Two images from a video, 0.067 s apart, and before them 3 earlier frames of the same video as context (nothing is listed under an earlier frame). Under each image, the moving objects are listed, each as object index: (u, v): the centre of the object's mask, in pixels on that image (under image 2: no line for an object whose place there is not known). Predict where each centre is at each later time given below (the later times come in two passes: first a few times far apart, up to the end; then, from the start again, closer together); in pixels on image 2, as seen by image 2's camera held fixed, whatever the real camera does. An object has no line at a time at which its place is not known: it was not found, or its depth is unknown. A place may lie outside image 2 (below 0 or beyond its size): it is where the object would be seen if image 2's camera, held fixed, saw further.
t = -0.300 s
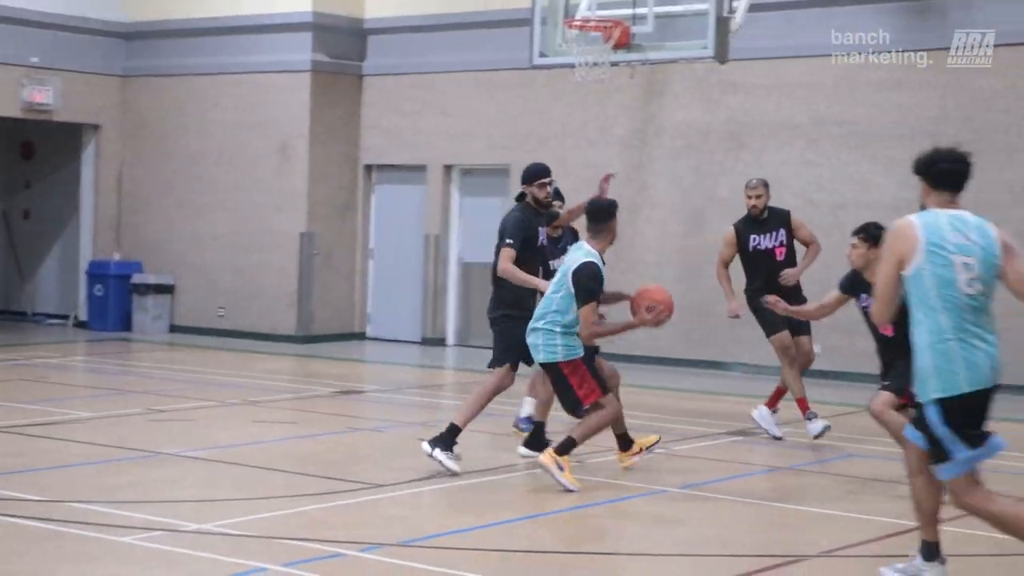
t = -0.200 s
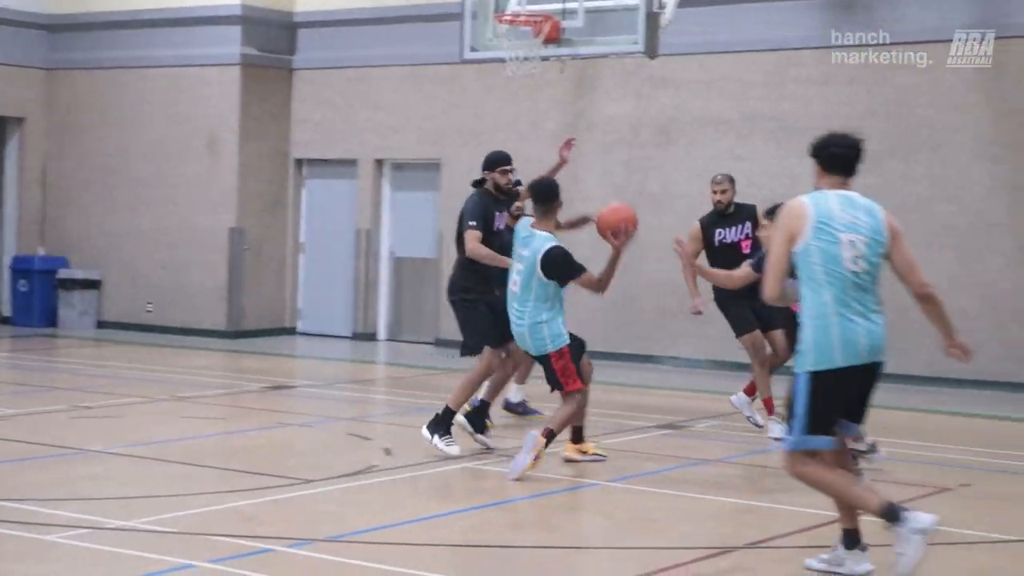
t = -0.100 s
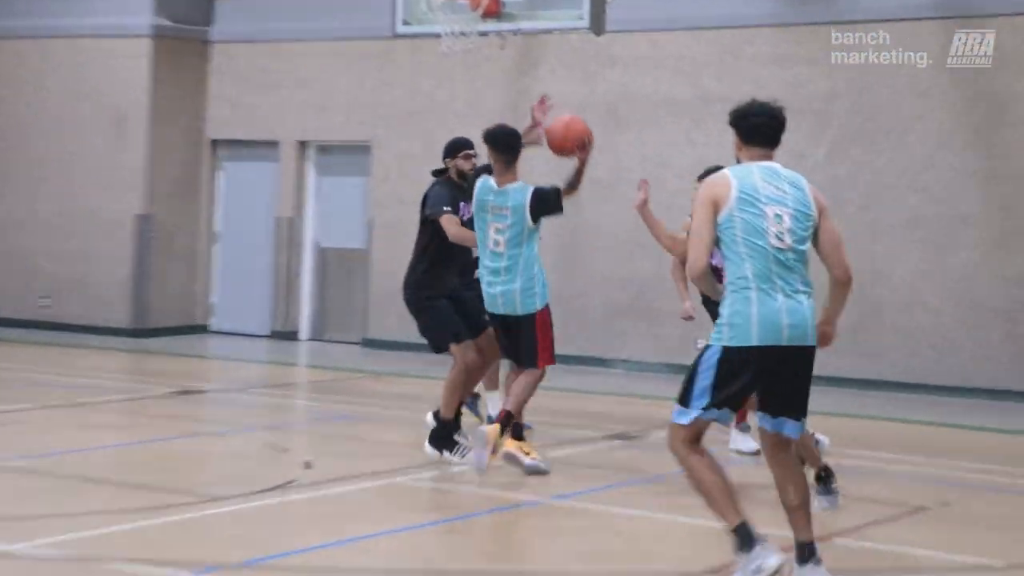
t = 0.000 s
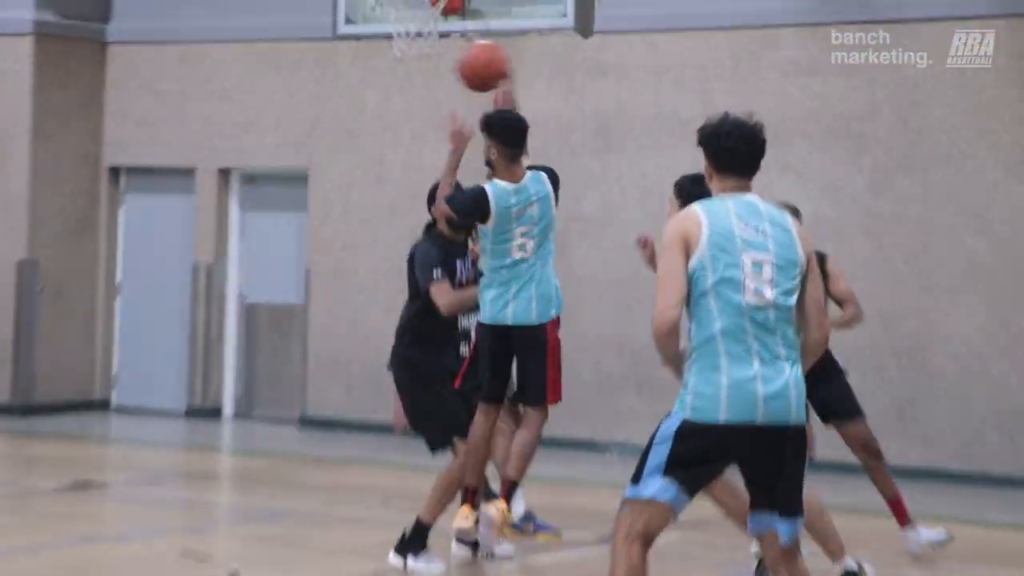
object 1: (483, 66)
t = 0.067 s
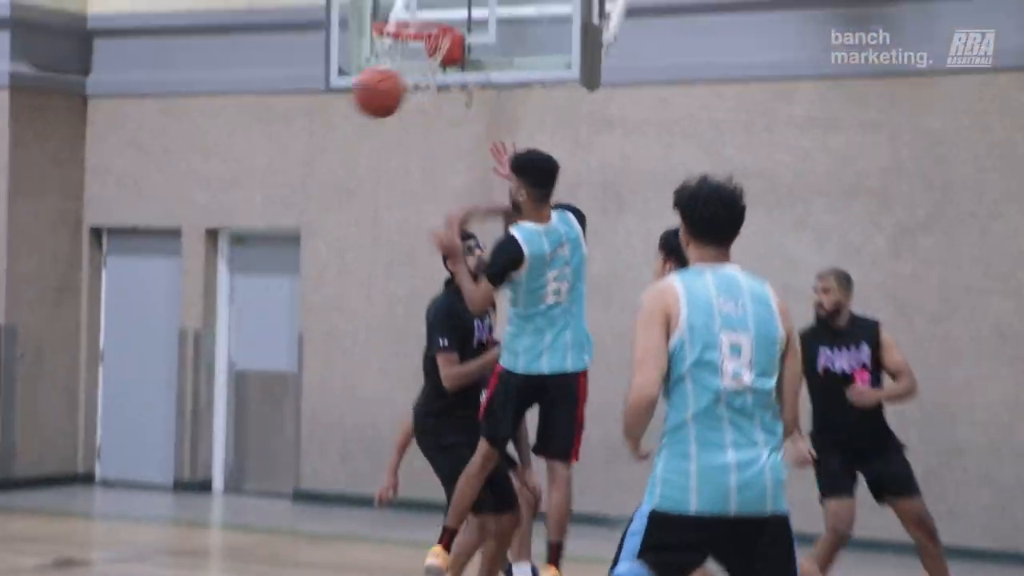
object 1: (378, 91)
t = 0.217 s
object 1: (168, 68)
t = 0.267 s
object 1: (104, 71)
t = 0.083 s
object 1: (354, 85)
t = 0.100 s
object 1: (330, 80)
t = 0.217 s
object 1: (168, 68)
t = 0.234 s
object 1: (146, 69)
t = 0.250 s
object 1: (125, 70)
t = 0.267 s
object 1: (104, 71)
